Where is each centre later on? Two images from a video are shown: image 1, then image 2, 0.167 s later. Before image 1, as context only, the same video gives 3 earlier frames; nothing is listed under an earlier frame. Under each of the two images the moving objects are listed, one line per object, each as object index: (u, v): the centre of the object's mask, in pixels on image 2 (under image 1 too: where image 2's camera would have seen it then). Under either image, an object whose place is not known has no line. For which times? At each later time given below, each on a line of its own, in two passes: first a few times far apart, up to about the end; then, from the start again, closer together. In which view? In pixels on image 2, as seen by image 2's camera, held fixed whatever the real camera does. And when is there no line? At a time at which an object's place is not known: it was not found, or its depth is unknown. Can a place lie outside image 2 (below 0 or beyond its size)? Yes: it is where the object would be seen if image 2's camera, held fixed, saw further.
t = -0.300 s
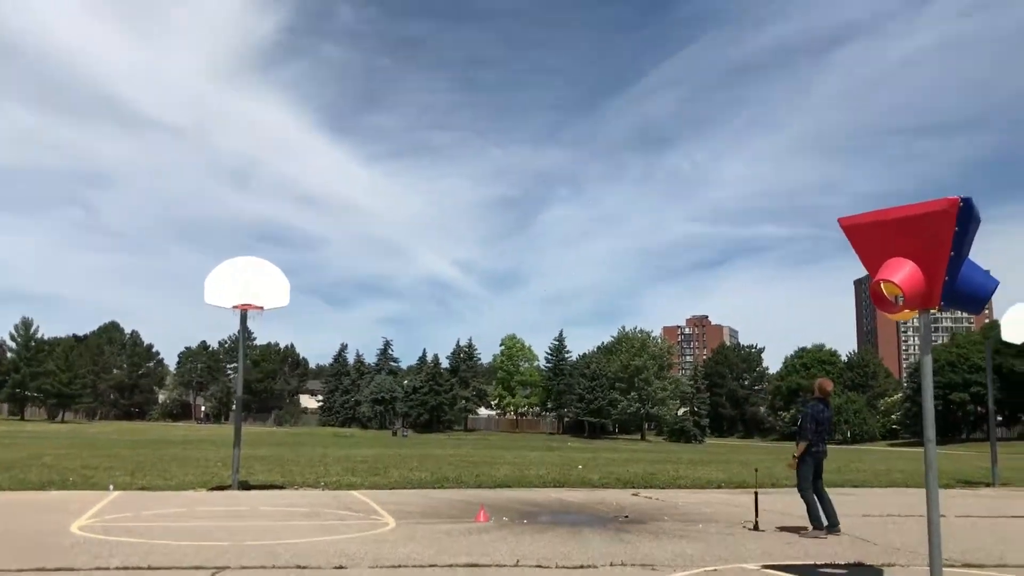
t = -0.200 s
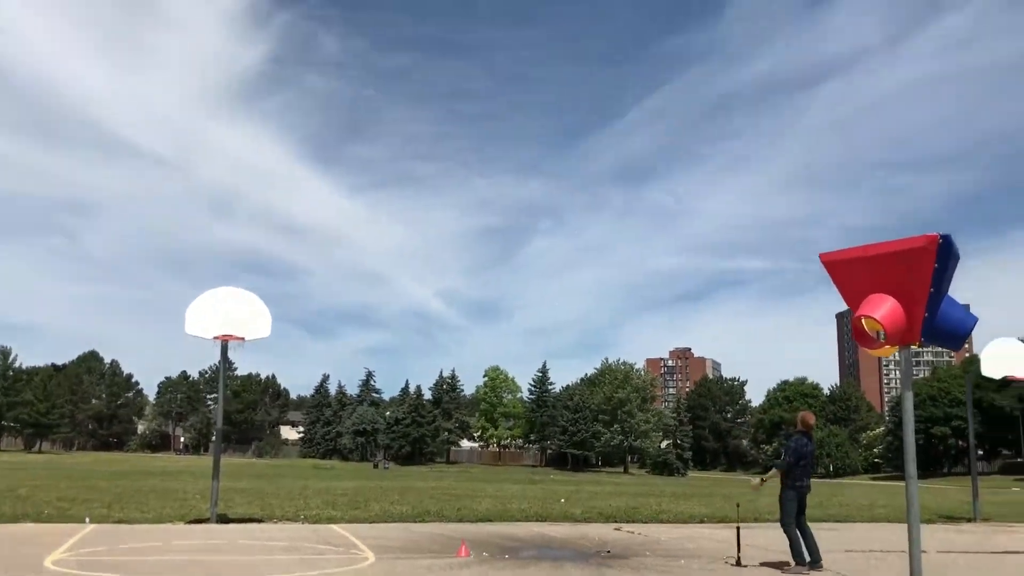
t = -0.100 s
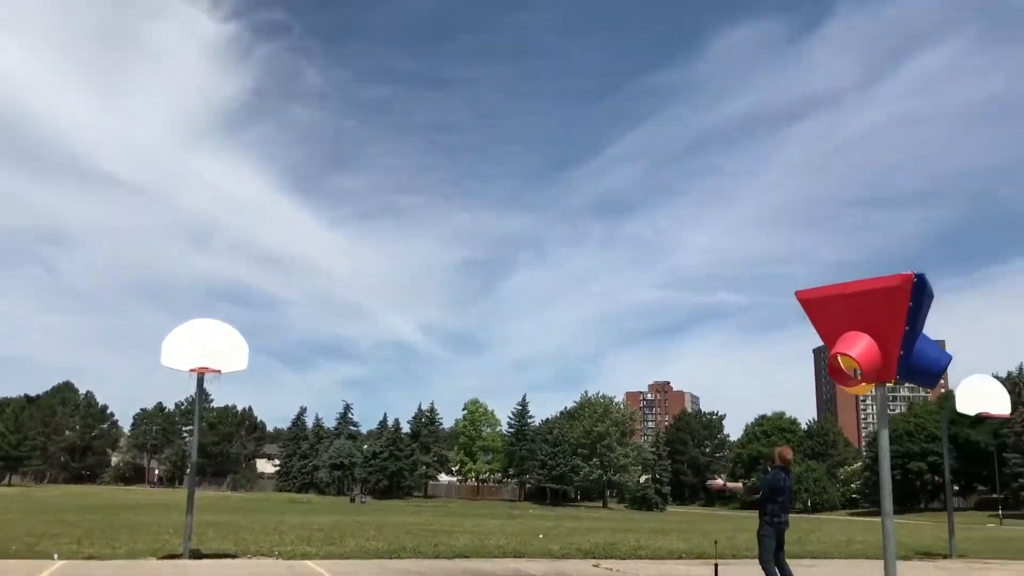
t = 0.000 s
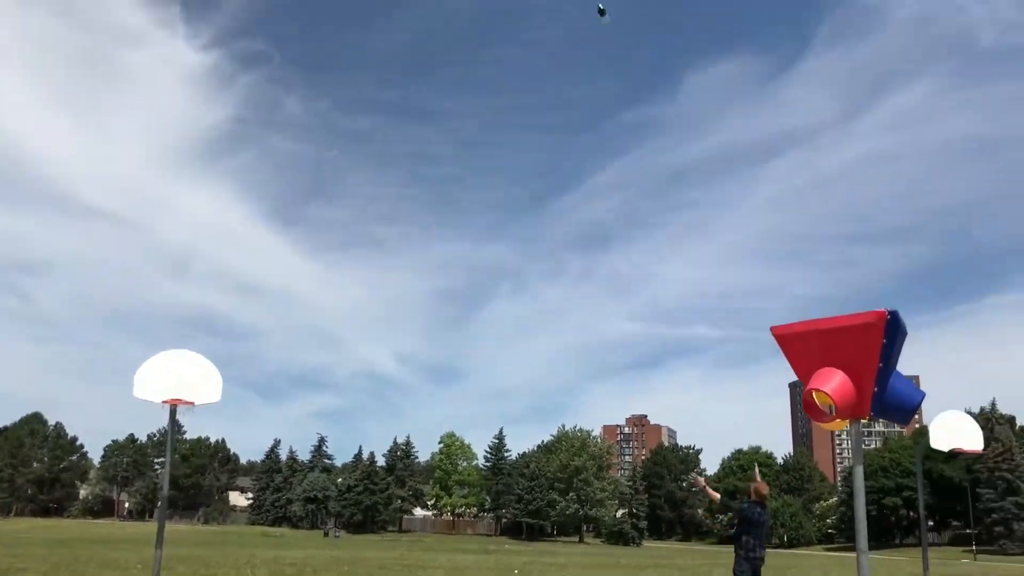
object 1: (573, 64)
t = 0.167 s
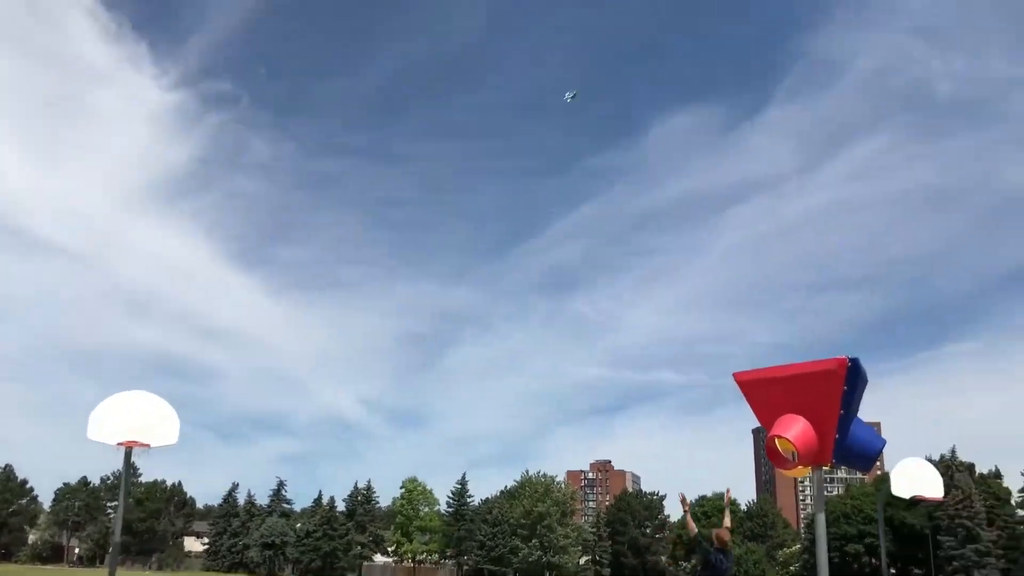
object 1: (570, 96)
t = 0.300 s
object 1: (568, 125)
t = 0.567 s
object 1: (560, 204)
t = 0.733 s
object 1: (555, 257)
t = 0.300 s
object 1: (568, 125)
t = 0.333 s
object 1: (568, 134)
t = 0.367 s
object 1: (567, 144)
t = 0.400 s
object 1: (566, 152)
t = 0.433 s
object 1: (566, 161)
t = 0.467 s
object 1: (565, 173)
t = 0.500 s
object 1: (565, 183)
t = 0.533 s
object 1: (562, 194)
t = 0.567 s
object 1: (560, 204)
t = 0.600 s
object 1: (560, 215)
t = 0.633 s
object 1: (559, 226)
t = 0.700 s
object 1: (556, 245)
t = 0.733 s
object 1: (555, 257)
